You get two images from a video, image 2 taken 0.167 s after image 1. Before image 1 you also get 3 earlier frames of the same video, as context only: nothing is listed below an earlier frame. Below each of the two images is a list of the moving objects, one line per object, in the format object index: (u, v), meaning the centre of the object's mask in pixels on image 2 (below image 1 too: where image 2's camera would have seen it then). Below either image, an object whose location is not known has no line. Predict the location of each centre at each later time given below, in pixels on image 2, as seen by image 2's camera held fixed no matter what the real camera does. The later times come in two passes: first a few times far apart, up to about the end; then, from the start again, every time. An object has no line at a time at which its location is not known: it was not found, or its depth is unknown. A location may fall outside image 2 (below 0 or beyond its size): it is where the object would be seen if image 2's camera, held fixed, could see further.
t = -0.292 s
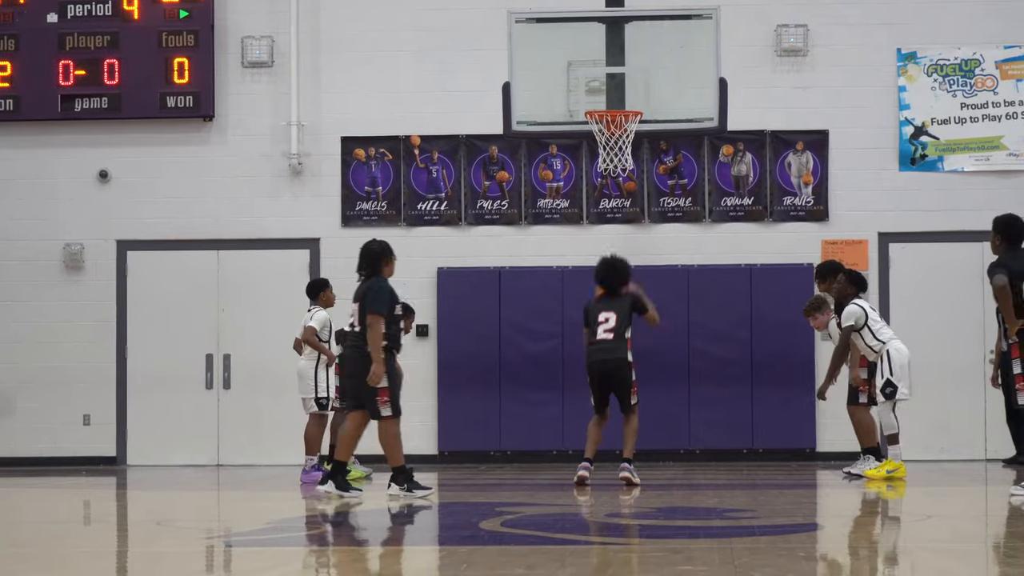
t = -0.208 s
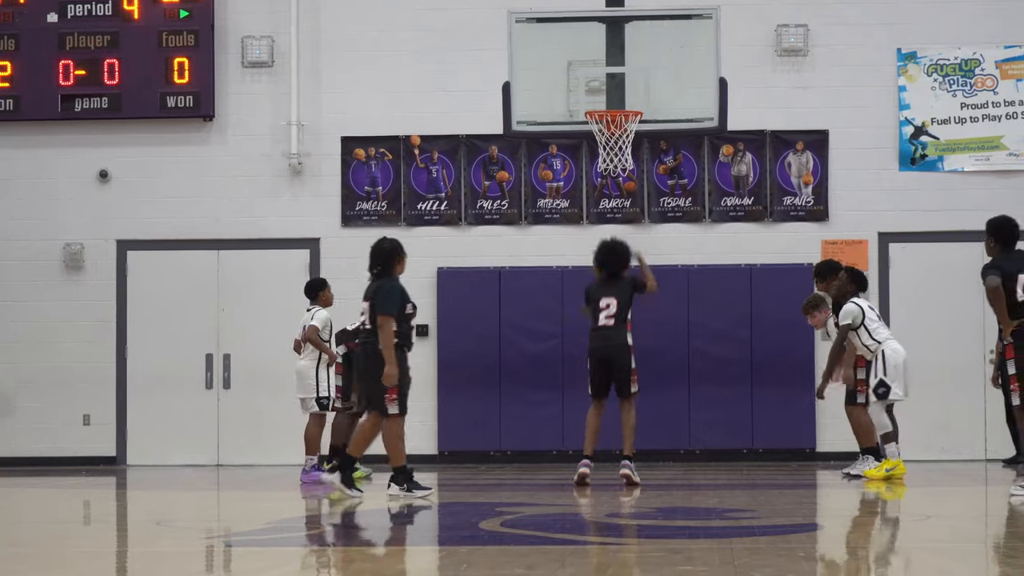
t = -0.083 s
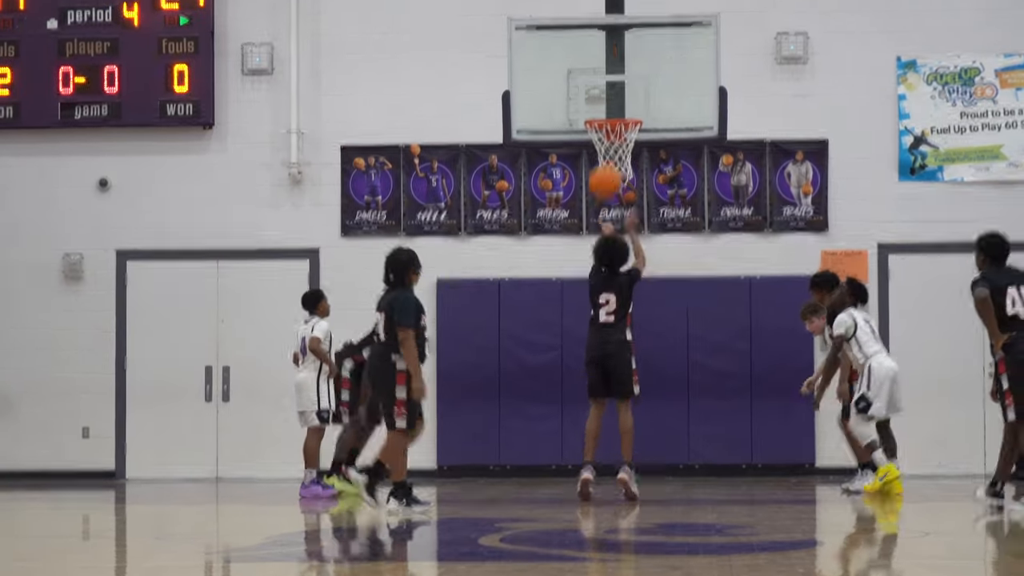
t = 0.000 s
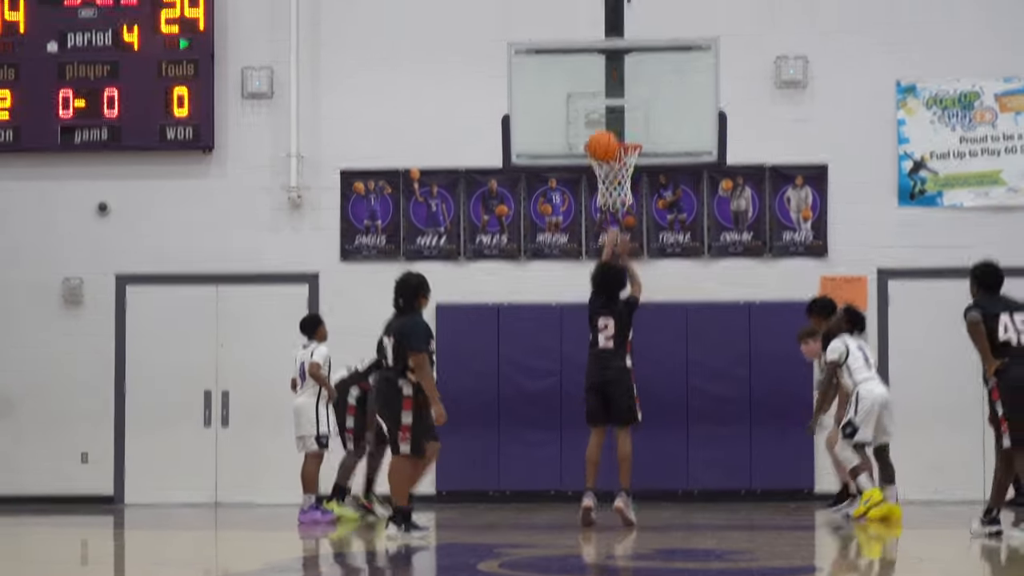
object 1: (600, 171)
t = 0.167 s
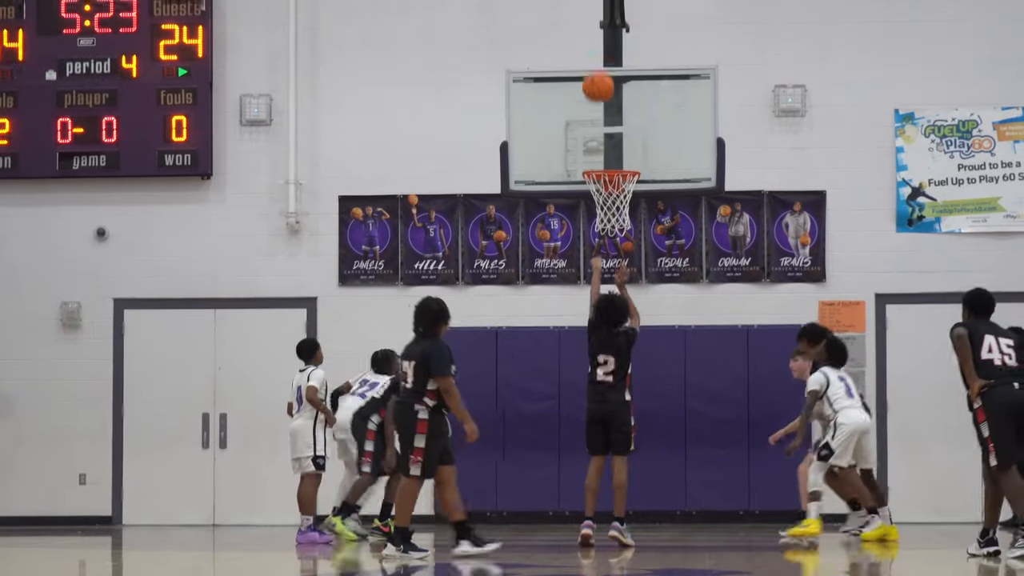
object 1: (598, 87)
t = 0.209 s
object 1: (597, 72)
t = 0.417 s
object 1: (594, 30)
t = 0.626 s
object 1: (591, 41)
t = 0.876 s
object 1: (589, 120)
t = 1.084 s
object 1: (585, 144)
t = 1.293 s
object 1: (579, 153)
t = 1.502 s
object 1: (564, 169)
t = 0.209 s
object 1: (597, 72)
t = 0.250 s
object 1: (596, 59)
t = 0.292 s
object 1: (596, 48)
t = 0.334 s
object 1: (595, 40)
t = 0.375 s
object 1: (594, 34)
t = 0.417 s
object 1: (594, 30)
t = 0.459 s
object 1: (593, 28)
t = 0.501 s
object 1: (592, 28)
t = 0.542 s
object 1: (592, 30)
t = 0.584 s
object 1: (592, 35)
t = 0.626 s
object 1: (591, 41)
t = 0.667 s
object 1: (590, 49)
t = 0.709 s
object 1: (590, 59)
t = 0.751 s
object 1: (590, 71)
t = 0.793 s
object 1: (590, 85)
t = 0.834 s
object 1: (589, 102)
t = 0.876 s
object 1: (589, 120)
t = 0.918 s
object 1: (589, 140)
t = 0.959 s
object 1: (588, 159)
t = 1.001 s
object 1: (587, 153)
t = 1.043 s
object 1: (586, 147)
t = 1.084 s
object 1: (585, 144)
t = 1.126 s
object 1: (584, 143)
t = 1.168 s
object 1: (582, 143)
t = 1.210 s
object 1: (582, 145)
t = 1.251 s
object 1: (580, 150)
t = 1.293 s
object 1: (579, 153)
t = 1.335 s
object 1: (577, 154)
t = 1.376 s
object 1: (576, 157)
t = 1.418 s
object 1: (574, 163)
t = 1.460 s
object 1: (570, 167)
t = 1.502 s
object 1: (564, 169)
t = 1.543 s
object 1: (558, 174)
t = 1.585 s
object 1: (551, 181)
